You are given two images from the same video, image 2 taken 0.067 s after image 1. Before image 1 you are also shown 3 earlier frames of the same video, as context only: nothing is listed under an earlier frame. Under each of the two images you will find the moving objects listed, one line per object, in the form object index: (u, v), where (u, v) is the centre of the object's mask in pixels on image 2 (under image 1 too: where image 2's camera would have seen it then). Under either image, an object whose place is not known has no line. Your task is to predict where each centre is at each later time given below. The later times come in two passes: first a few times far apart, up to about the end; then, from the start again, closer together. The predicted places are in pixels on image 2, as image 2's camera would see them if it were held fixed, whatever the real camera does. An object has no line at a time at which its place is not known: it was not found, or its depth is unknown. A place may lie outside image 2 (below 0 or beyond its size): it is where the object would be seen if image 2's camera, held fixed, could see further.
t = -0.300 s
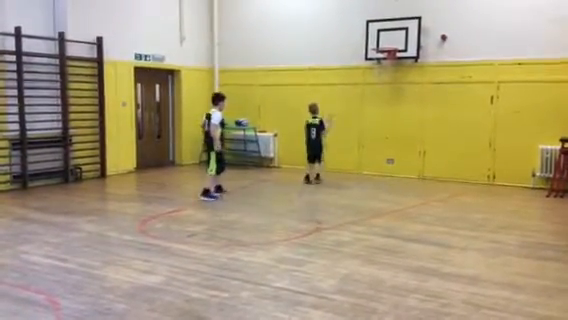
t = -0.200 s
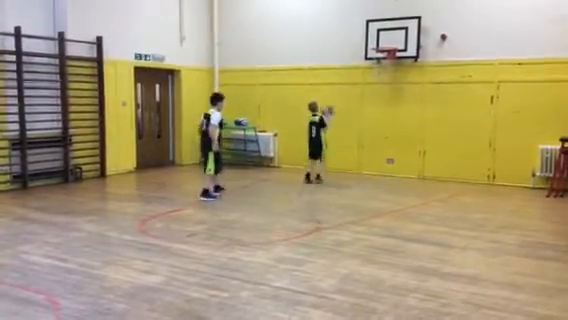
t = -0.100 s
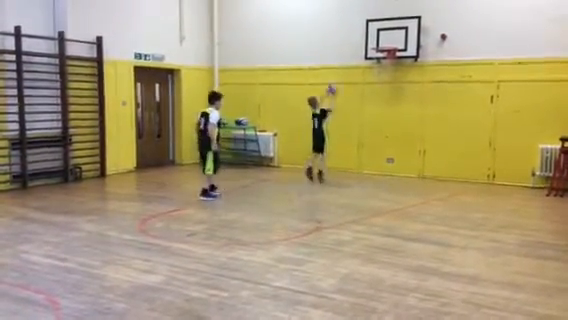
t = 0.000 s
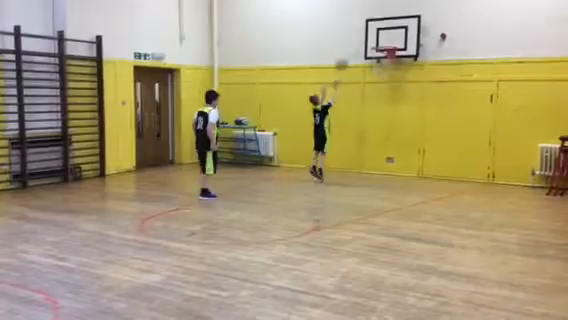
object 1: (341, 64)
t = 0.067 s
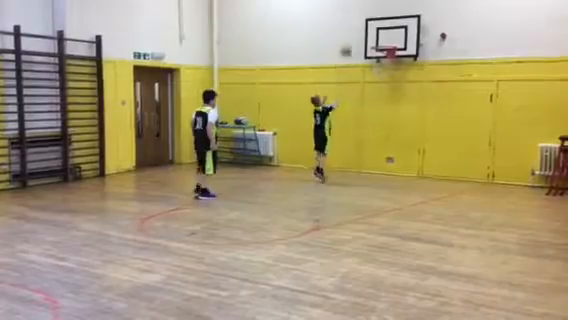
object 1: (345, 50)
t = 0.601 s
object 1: (387, 33)
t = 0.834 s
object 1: (392, 36)
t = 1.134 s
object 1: (386, 43)
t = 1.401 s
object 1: (373, 75)
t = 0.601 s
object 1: (387, 33)
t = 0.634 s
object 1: (389, 38)
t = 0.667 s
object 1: (391, 41)
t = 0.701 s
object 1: (391, 40)
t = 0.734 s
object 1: (392, 37)
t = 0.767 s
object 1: (392, 36)
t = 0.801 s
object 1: (392, 36)
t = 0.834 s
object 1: (392, 36)
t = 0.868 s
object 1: (392, 36)
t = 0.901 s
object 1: (392, 38)
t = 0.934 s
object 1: (393, 40)
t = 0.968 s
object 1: (393, 40)
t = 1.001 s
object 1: (392, 42)
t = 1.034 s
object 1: (390, 41)
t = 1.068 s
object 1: (387, 41)
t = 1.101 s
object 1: (385, 43)
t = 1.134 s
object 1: (386, 43)
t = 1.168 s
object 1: (385, 43)
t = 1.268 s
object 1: (377, 61)
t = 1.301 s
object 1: (376, 64)
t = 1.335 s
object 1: (374, 68)
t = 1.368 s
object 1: (373, 71)
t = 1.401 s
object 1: (373, 75)
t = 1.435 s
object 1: (371, 80)
